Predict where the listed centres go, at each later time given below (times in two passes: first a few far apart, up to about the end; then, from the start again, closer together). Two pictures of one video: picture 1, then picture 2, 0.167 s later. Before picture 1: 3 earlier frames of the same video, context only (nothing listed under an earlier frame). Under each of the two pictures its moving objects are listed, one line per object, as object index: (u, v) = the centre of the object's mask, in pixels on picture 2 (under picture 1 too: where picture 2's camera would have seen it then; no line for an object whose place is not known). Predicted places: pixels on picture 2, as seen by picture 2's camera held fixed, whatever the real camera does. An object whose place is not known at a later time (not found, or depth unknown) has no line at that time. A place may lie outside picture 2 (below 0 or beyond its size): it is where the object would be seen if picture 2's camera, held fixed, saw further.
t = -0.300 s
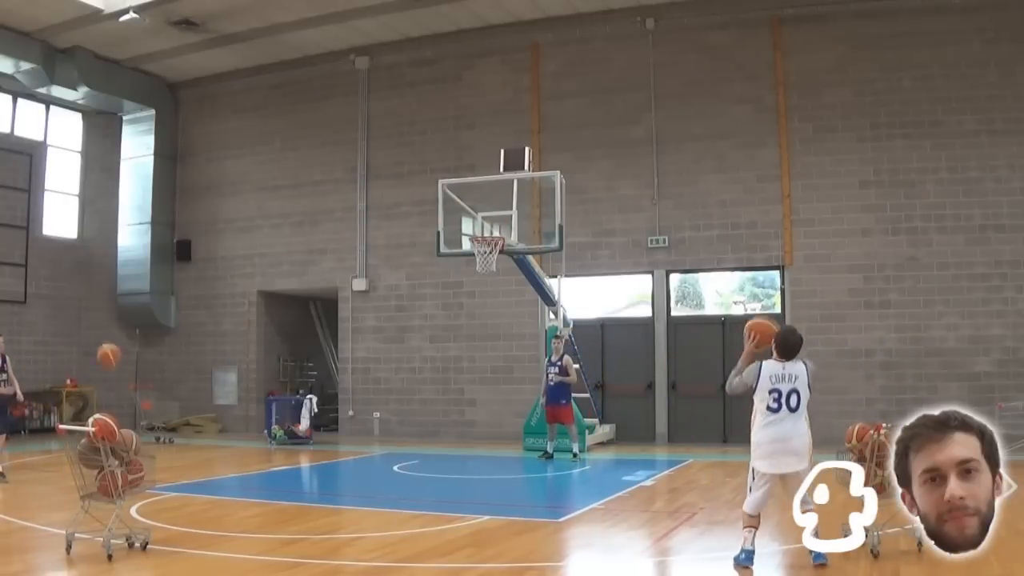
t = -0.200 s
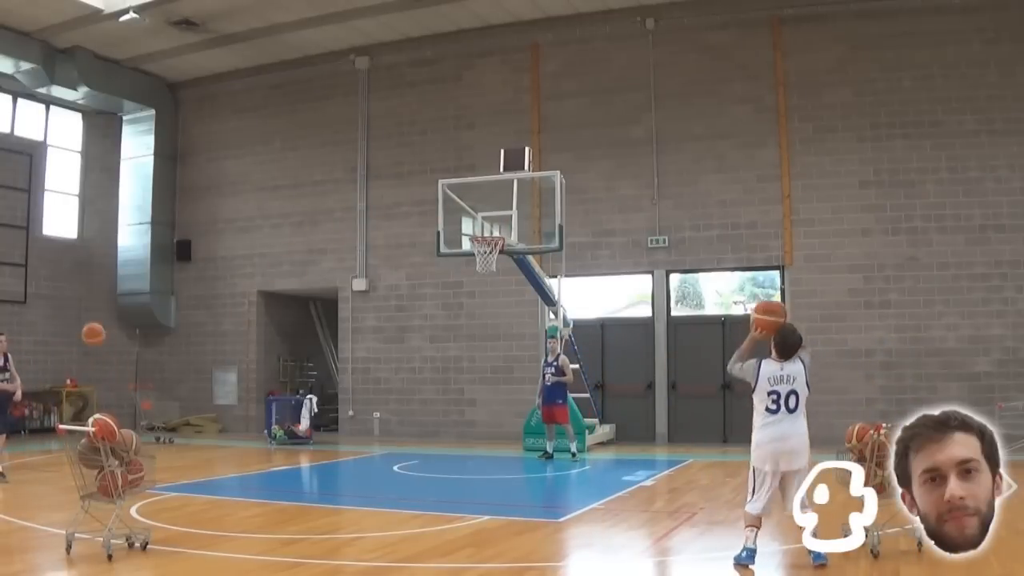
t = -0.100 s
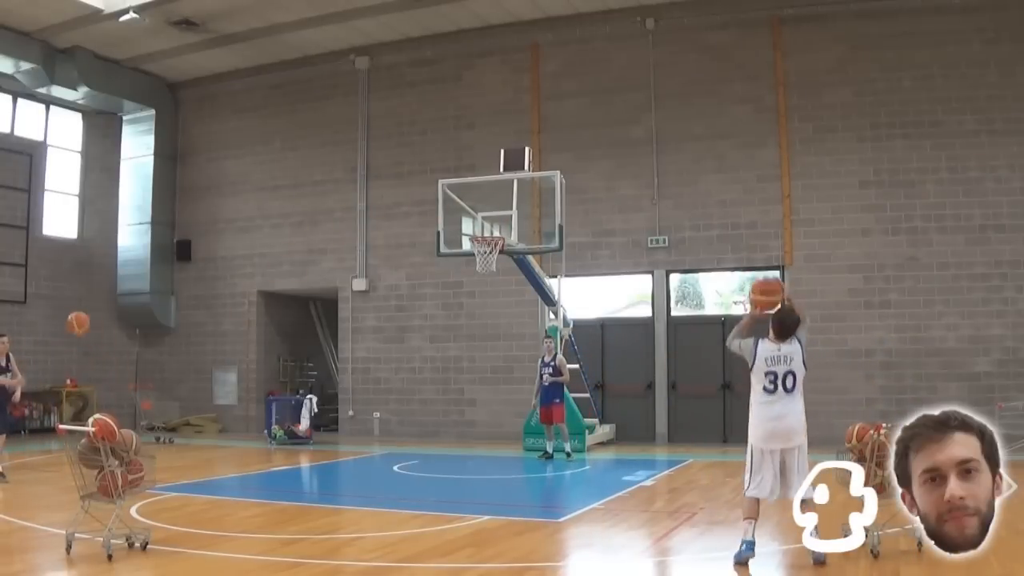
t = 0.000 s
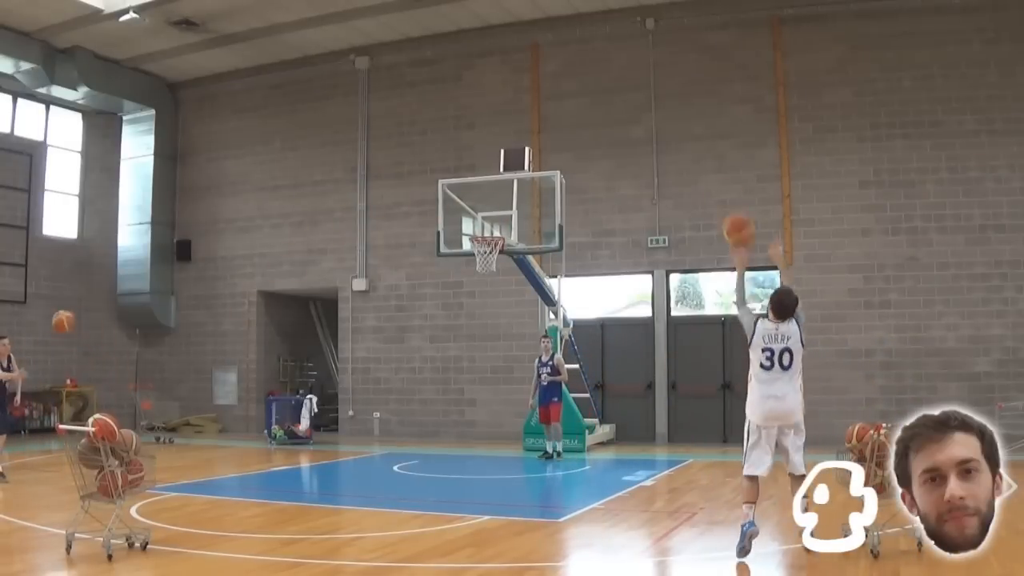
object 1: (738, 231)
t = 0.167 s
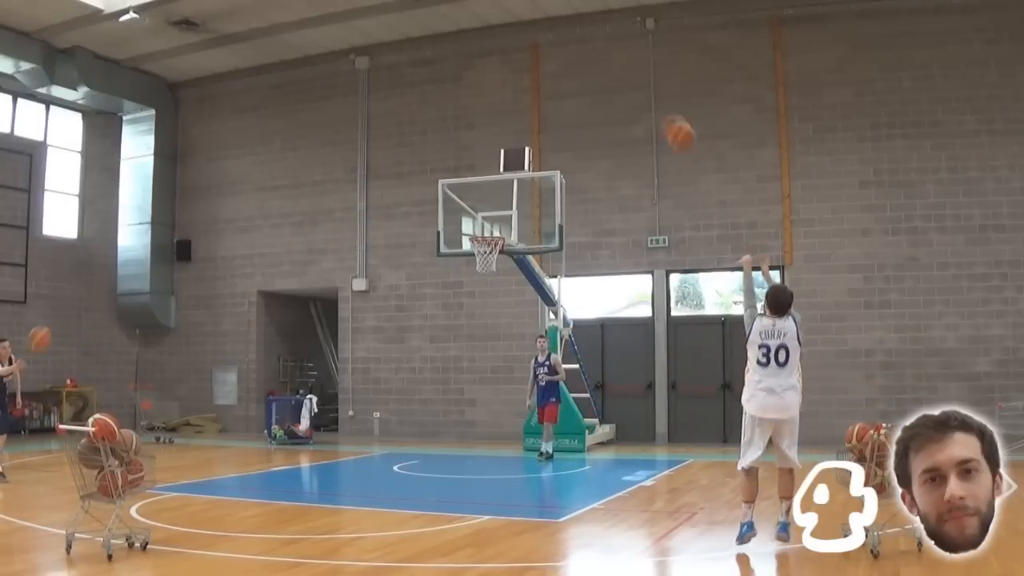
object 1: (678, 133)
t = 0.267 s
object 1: (648, 100)
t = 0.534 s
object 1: (587, 77)
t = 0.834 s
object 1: (540, 122)
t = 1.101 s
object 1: (507, 208)
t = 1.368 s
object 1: (543, 195)
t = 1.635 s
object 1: (600, 197)
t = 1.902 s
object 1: (659, 257)
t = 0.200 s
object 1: (668, 121)
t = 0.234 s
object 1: (658, 110)
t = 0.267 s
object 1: (648, 100)
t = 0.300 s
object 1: (640, 94)
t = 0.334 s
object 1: (632, 87)
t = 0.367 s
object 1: (623, 82)
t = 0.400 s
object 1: (616, 79)
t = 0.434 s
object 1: (607, 76)
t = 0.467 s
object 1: (601, 76)
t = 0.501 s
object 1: (594, 76)
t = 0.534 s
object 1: (587, 77)
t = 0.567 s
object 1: (581, 79)
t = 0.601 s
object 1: (576, 82)
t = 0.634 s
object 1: (569, 85)
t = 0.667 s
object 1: (565, 89)
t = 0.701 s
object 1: (559, 95)
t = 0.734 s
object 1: (554, 102)
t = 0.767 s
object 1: (550, 106)
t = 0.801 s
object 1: (544, 115)
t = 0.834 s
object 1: (540, 122)
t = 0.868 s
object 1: (536, 131)
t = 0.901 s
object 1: (531, 140)
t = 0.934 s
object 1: (526, 151)
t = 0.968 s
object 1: (522, 160)
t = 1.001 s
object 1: (518, 172)
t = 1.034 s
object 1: (515, 186)
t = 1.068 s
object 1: (510, 195)
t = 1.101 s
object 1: (507, 208)
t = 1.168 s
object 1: (505, 227)
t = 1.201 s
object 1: (510, 221)
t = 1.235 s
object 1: (517, 213)
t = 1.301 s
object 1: (531, 203)
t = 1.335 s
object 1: (538, 197)
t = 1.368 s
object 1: (543, 195)
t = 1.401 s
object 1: (550, 192)
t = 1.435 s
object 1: (558, 190)
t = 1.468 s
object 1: (565, 190)
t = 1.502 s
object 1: (571, 190)
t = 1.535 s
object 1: (579, 191)
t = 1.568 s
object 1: (585, 192)
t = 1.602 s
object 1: (592, 194)
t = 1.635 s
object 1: (600, 197)
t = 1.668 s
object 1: (606, 201)
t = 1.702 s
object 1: (614, 206)
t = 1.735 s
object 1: (622, 213)
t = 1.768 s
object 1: (628, 218)
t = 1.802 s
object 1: (636, 227)
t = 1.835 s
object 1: (645, 235)
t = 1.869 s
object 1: (650, 244)
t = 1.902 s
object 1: (659, 257)
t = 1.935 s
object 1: (666, 270)
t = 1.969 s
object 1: (675, 282)
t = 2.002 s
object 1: (682, 295)
